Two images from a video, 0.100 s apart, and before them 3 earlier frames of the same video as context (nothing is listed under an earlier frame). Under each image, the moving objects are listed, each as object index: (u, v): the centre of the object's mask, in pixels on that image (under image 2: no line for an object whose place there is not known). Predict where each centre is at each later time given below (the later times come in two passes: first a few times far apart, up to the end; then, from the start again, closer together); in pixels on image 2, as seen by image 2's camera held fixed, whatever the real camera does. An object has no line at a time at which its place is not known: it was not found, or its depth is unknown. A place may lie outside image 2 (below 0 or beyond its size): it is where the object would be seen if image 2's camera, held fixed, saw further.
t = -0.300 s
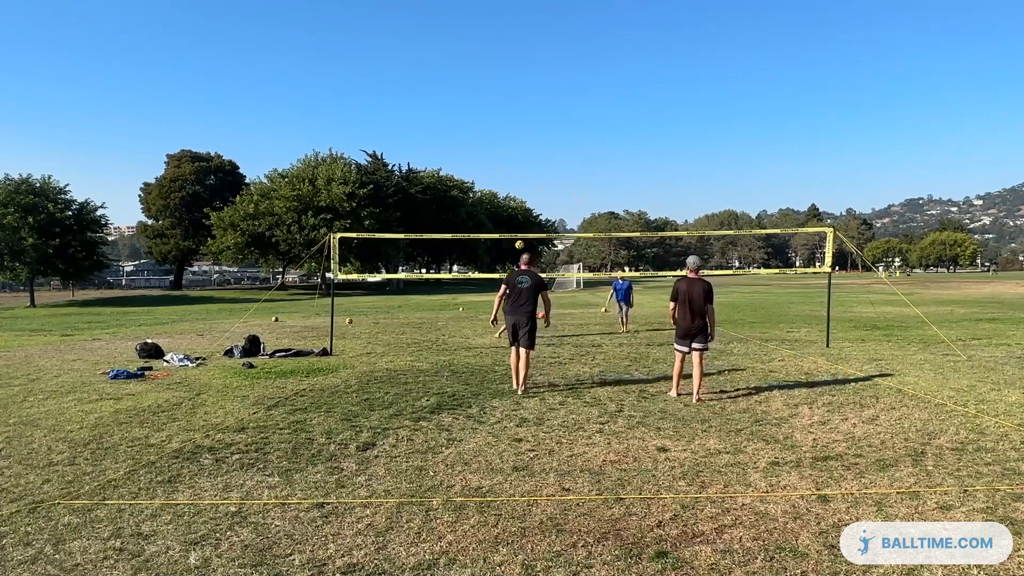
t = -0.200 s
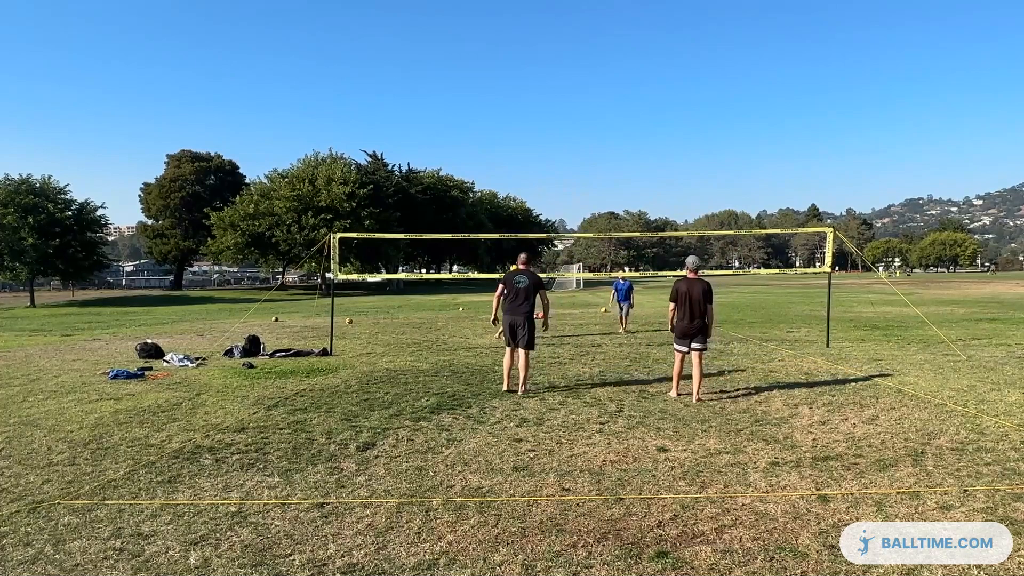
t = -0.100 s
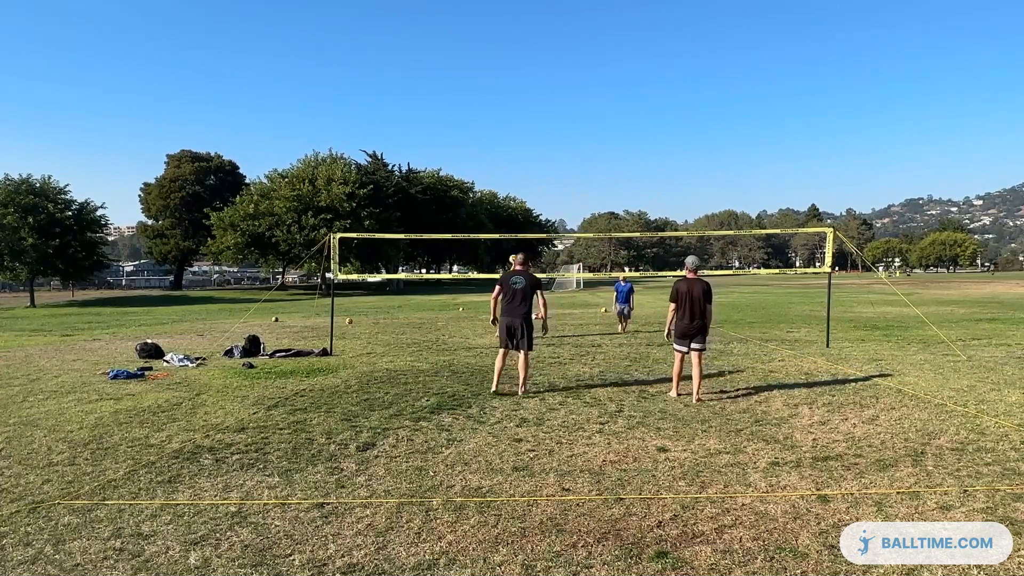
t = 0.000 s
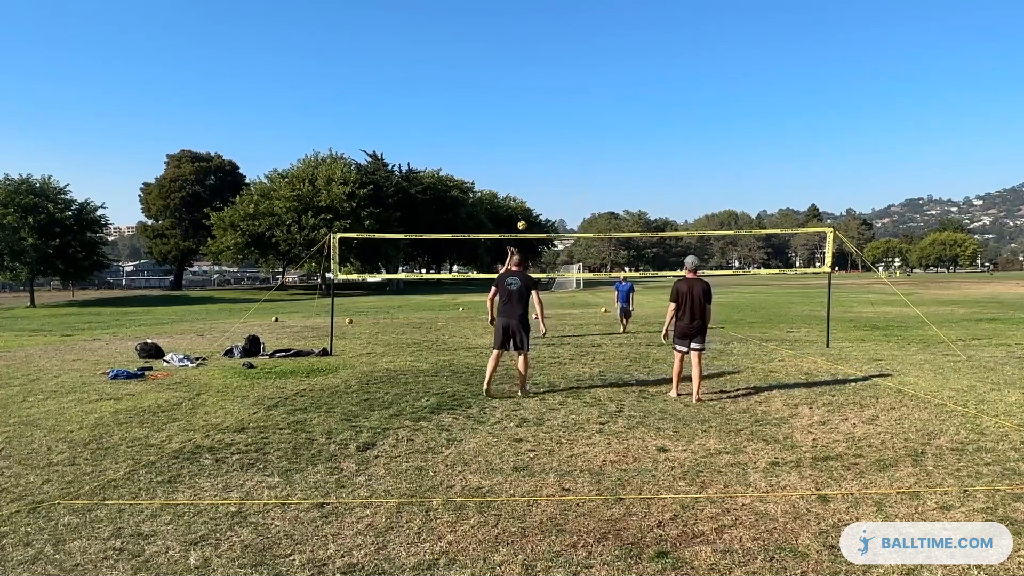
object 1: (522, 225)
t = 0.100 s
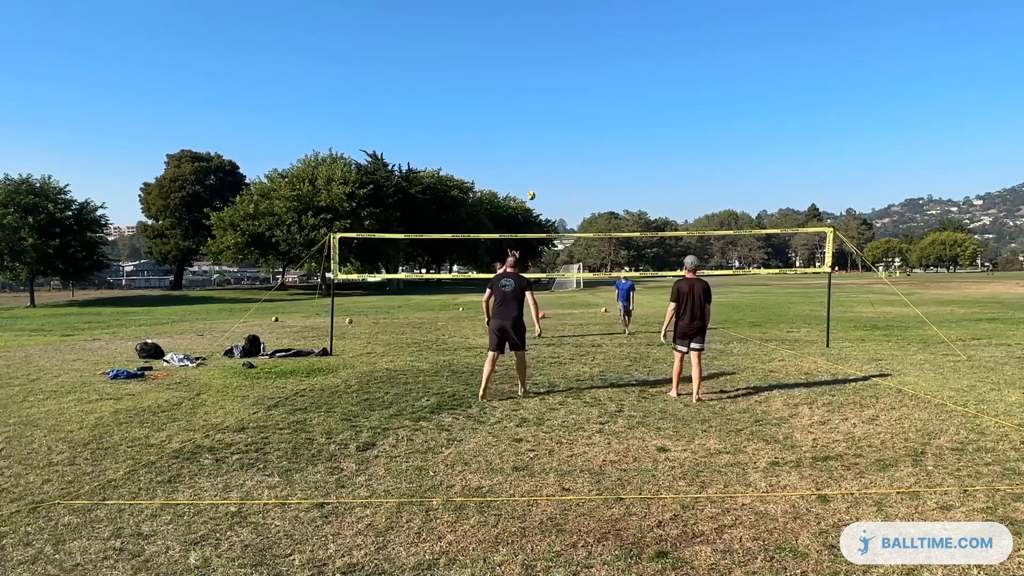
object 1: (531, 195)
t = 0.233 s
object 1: (543, 163)
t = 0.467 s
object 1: (564, 124)
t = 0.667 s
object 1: (584, 110)
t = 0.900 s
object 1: (607, 113)
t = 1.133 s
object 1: (630, 139)
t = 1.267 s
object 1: (644, 165)
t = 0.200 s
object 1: (540, 170)
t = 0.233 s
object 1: (543, 163)
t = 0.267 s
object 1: (546, 156)
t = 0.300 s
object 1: (549, 150)
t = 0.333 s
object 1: (552, 144)
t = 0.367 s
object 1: (555, 138)
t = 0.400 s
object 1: (558, 133)
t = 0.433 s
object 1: (561, 128)
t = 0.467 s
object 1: (564, 124)
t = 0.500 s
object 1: (567, 121)
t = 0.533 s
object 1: (571, 118)
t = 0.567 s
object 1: (574, 115)
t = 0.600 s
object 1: (577, 113)
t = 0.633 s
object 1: (580, 111)
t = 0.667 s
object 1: (584, 110)
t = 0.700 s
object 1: (587, 109)
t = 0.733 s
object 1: (590, 108)
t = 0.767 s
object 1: (594, 108)
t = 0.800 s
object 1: (597, 109)
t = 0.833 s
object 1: (600, 110)
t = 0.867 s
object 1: (604, 111)
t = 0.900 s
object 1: (607, 113)
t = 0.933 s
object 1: (610, 115)
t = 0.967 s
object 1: (614, 118)
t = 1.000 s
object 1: (617, 121)
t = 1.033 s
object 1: (620, 125)
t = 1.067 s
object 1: (624, 130)
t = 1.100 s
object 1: (627, 134)
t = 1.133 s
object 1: (630, 139)
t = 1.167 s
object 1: (634, 145)
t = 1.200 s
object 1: (637, 151)
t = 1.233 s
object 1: (640, 158)
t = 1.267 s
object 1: (644, 165)
